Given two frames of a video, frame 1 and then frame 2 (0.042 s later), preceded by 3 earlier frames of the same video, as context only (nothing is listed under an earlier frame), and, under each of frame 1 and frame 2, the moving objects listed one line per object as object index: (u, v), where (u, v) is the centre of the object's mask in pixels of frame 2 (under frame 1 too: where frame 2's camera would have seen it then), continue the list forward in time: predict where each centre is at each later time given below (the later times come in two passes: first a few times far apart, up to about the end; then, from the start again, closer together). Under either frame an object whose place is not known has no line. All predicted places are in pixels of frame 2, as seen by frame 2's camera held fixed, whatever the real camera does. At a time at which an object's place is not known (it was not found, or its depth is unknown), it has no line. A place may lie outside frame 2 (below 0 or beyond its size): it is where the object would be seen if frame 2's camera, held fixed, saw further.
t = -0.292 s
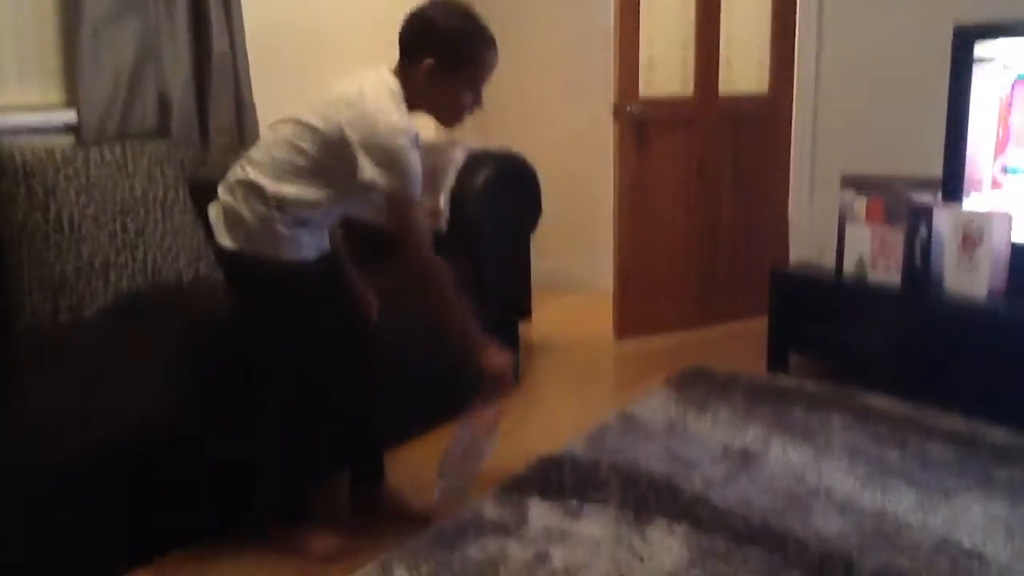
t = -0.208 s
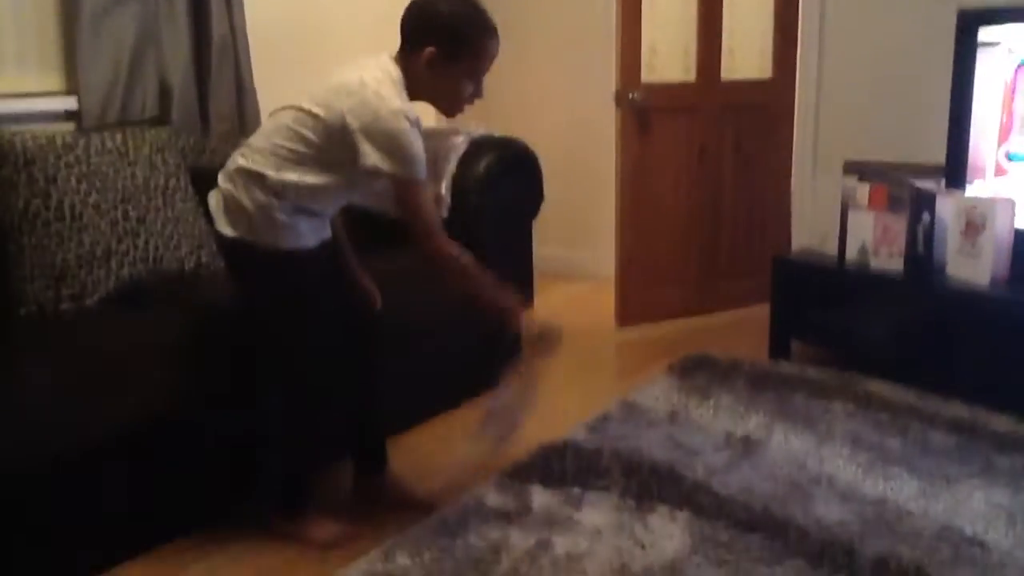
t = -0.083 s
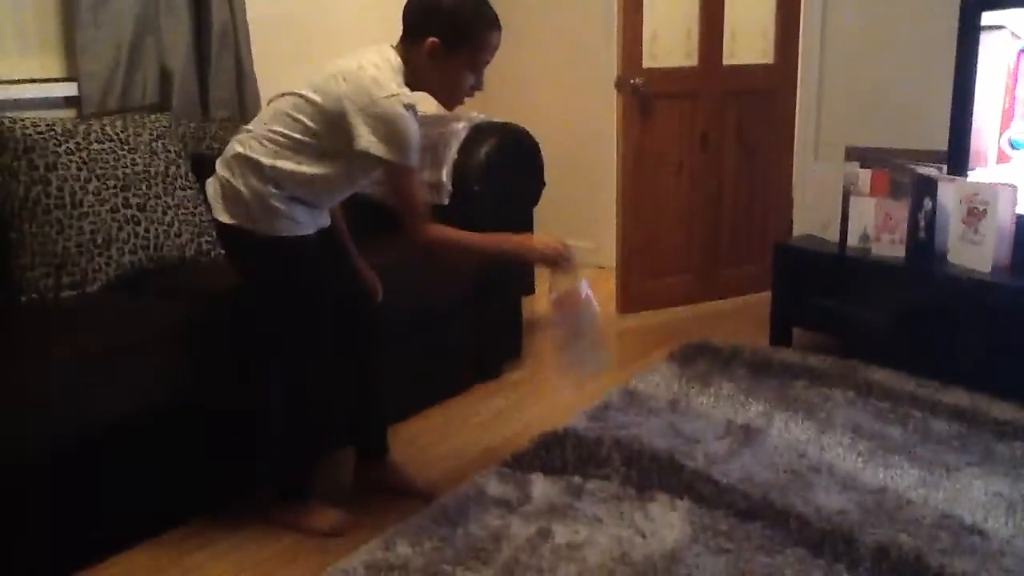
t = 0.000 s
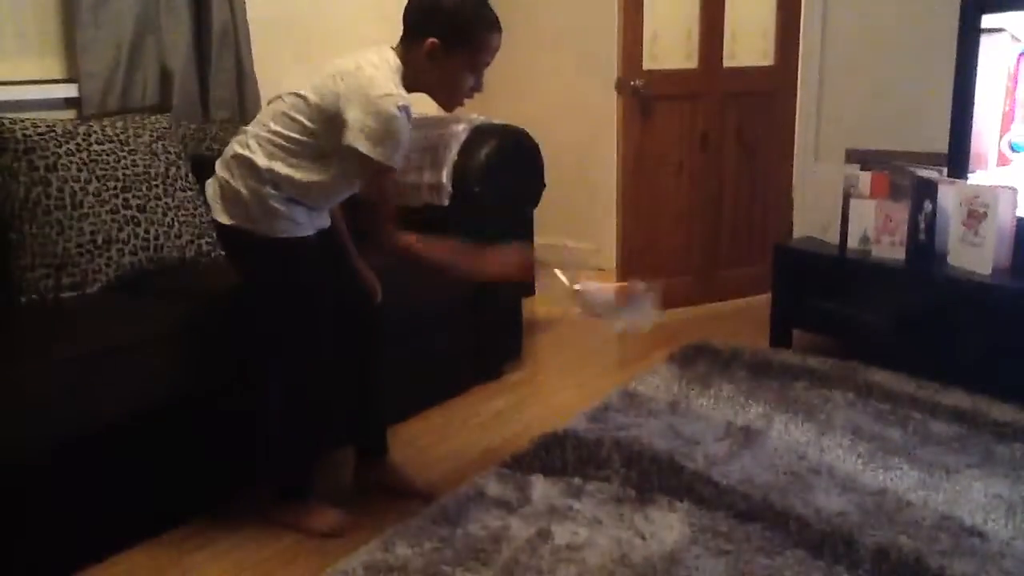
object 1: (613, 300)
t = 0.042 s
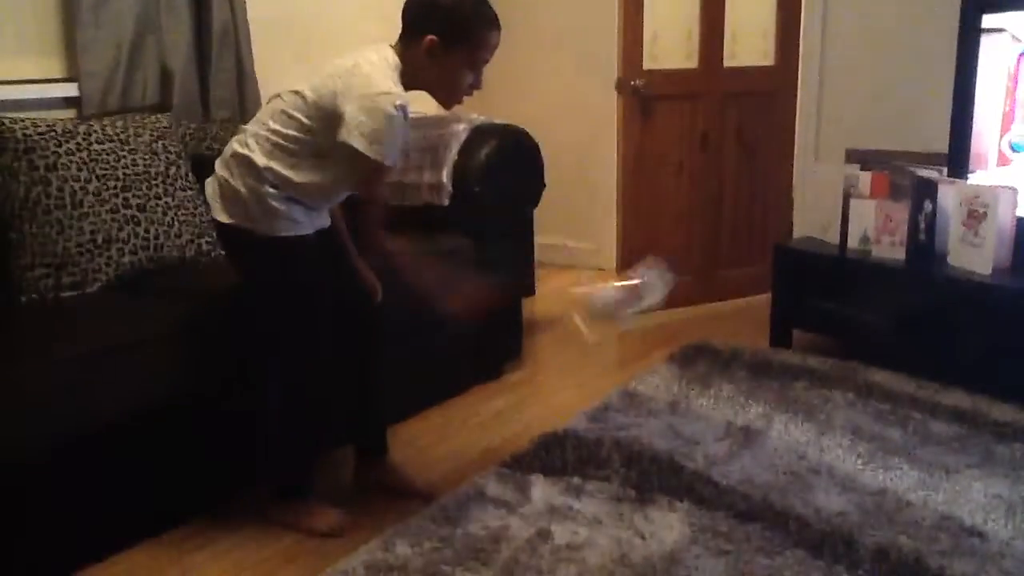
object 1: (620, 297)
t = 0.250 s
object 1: (725, 306)
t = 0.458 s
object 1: (760, 462)
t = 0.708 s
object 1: (807, 516)
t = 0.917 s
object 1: (809, 518)
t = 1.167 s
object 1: (809, 518)
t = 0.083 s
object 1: (649, 284)
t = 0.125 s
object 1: (672, 278)
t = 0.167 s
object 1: (693, 286)
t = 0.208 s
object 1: (717, 295)
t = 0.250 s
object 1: (725, 306)
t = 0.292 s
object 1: (748, 324)
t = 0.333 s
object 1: (763, 344)
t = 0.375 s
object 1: (761, 396)
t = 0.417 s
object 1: (752, 459)
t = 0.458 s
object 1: (760, 462)
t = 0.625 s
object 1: (796, 511)
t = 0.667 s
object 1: (803, 514)
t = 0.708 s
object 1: (807, 516)
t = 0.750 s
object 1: (807, 516)
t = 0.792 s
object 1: (807, 517)
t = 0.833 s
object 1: (808, 518)
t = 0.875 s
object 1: (809, 518)
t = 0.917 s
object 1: (809, 518)
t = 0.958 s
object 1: (809, 518)
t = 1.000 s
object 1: (809, 518)
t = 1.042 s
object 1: (809, 517)
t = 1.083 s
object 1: (809, 518)
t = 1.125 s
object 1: (809, 518)
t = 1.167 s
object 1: (809, 518)
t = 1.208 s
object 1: (809, 518)
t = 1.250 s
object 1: (809, 518)
